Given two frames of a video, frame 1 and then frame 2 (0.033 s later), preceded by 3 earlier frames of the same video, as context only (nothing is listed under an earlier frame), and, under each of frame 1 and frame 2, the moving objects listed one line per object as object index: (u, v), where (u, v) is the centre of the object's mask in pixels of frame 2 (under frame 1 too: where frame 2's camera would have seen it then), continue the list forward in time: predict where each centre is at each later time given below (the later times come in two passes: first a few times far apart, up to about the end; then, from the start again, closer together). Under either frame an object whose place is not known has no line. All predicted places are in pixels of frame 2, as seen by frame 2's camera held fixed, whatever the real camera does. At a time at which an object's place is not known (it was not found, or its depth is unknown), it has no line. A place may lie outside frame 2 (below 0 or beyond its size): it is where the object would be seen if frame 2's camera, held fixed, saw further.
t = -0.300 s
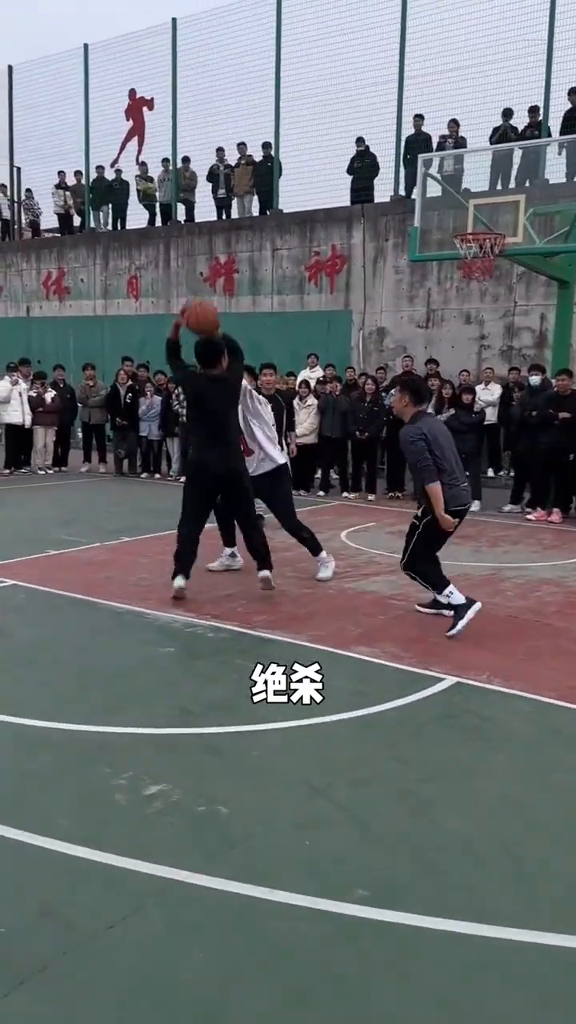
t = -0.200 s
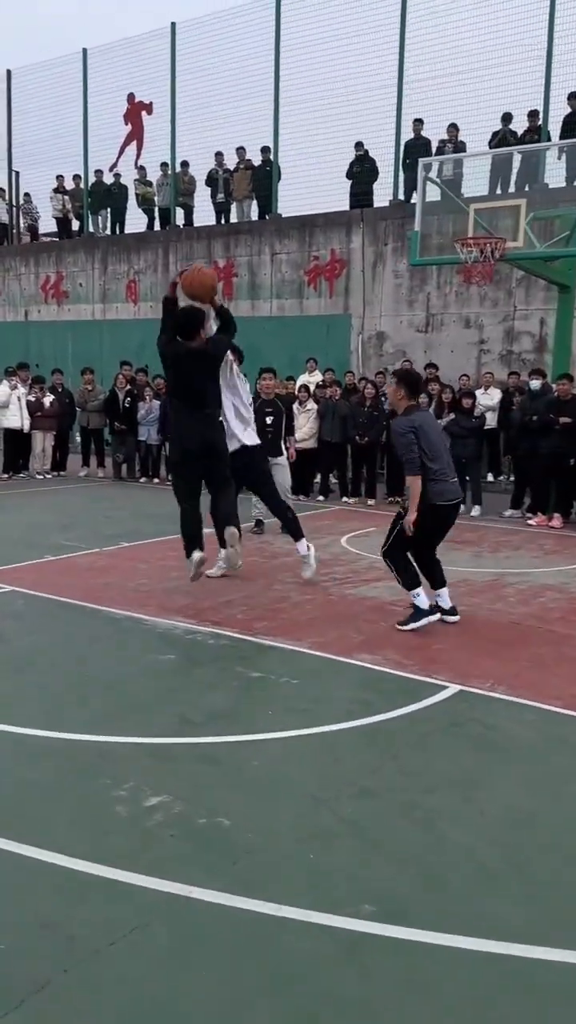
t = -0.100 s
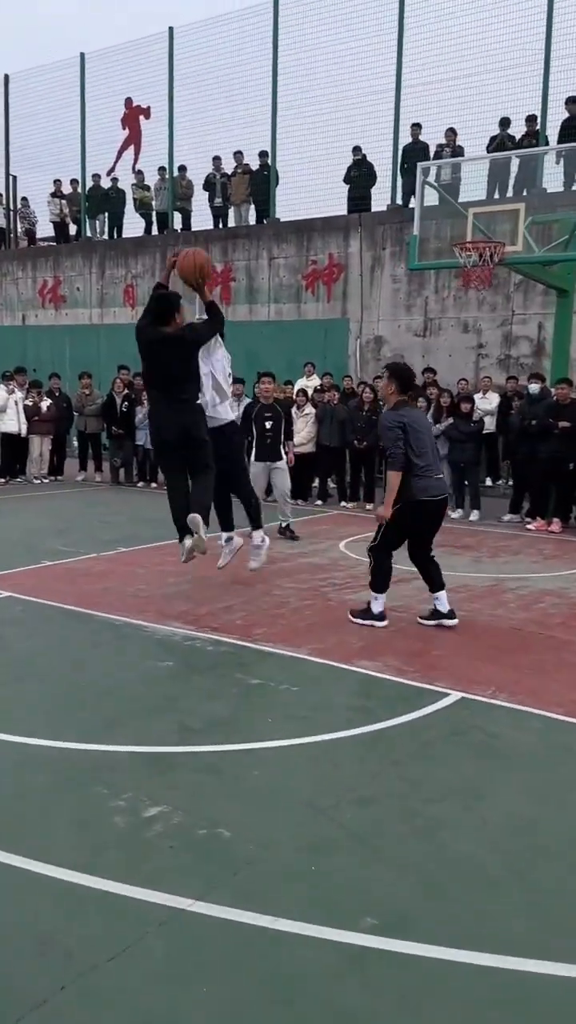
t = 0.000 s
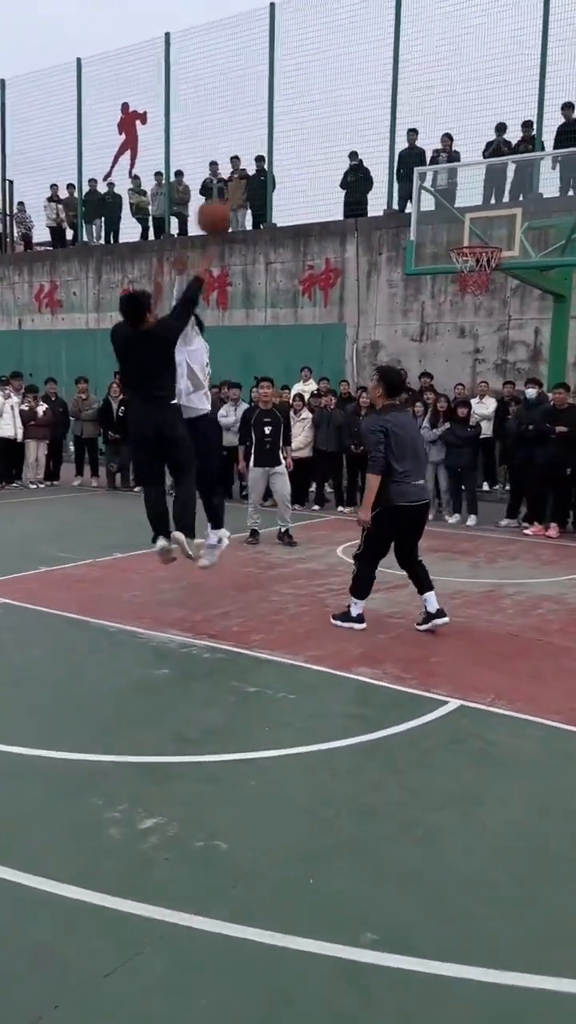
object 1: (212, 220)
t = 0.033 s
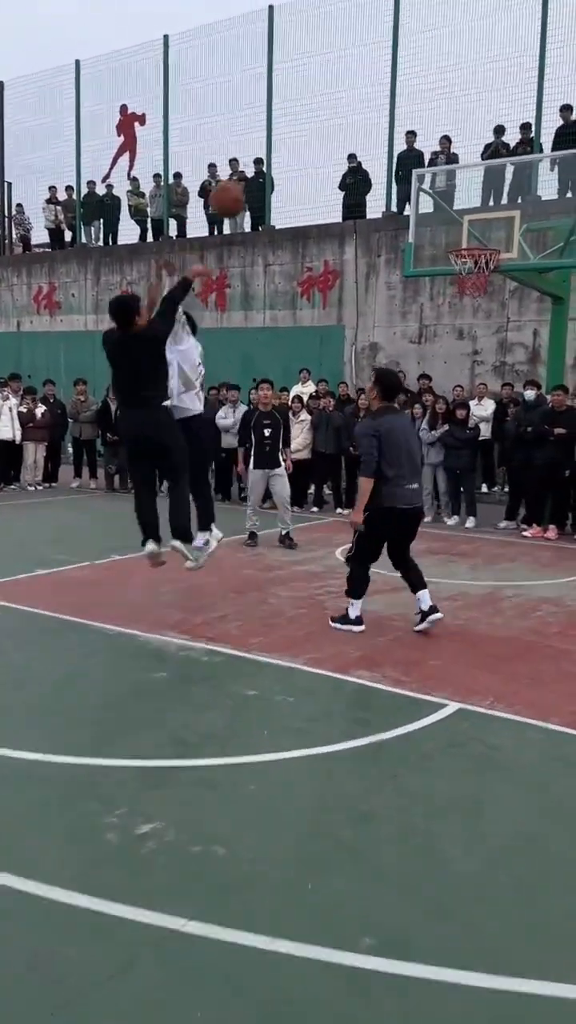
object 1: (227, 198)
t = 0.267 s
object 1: (314, 115)
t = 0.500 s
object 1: (381, 113)
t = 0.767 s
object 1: (443, 186)
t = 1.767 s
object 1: (644, 382)
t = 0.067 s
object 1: (240, 182)
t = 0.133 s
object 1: (266, 152)
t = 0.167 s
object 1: (279, 139)
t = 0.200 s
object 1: (291, 129)
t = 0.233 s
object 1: (302, 121)
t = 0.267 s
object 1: (314, 115)
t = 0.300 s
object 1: (324, 110)
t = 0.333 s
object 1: (335, 107)
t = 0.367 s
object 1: (345, 105)
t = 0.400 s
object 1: (354, 105)
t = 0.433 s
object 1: (364, 107)
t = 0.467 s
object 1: (373, 109)
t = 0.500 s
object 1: (381, 113)
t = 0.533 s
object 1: (390, 118)
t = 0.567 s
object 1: (398, 125)
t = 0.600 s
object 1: (407, 132)
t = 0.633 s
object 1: (414, 140)
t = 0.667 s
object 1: (422, 150)
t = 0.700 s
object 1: (428, 162)
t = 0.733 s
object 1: (436, 173)
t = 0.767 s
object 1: (443, 186)
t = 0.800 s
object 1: (449, 199)
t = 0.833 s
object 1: (456, 212)
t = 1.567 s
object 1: (597, 253)
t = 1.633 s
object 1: (613, 289)
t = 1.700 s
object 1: (628, 332)
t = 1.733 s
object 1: (635, 357)
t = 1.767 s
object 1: (644, 382)
